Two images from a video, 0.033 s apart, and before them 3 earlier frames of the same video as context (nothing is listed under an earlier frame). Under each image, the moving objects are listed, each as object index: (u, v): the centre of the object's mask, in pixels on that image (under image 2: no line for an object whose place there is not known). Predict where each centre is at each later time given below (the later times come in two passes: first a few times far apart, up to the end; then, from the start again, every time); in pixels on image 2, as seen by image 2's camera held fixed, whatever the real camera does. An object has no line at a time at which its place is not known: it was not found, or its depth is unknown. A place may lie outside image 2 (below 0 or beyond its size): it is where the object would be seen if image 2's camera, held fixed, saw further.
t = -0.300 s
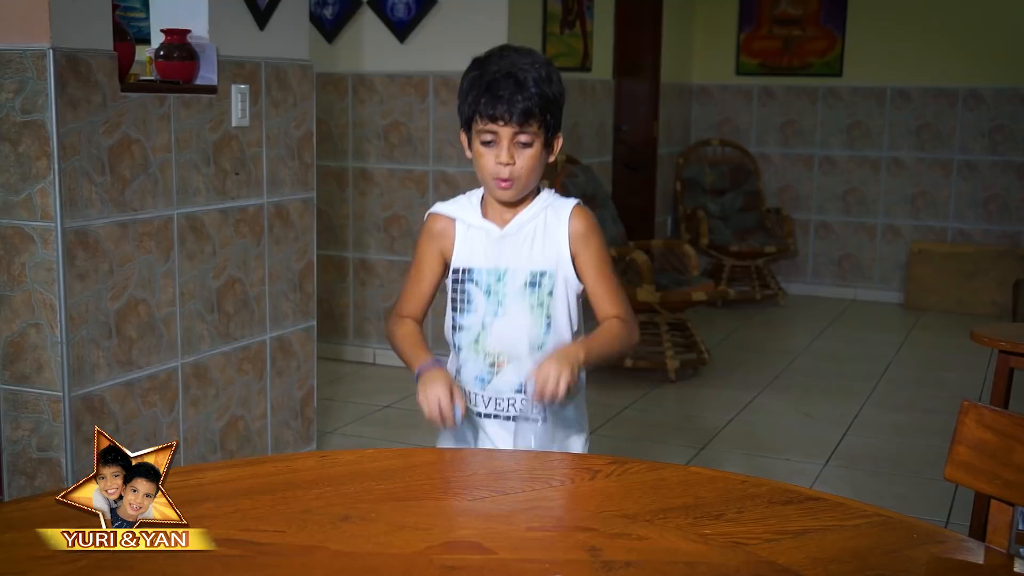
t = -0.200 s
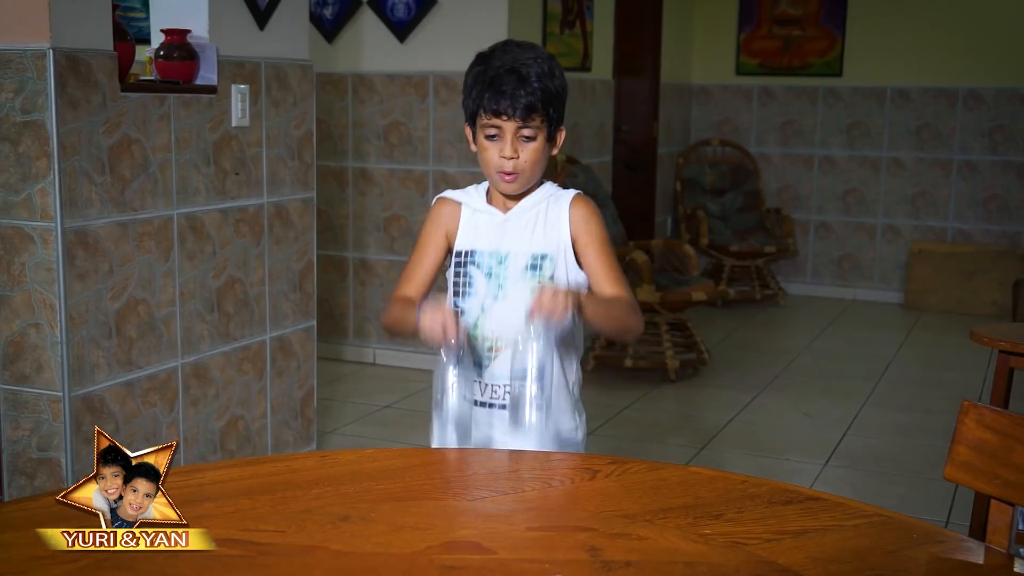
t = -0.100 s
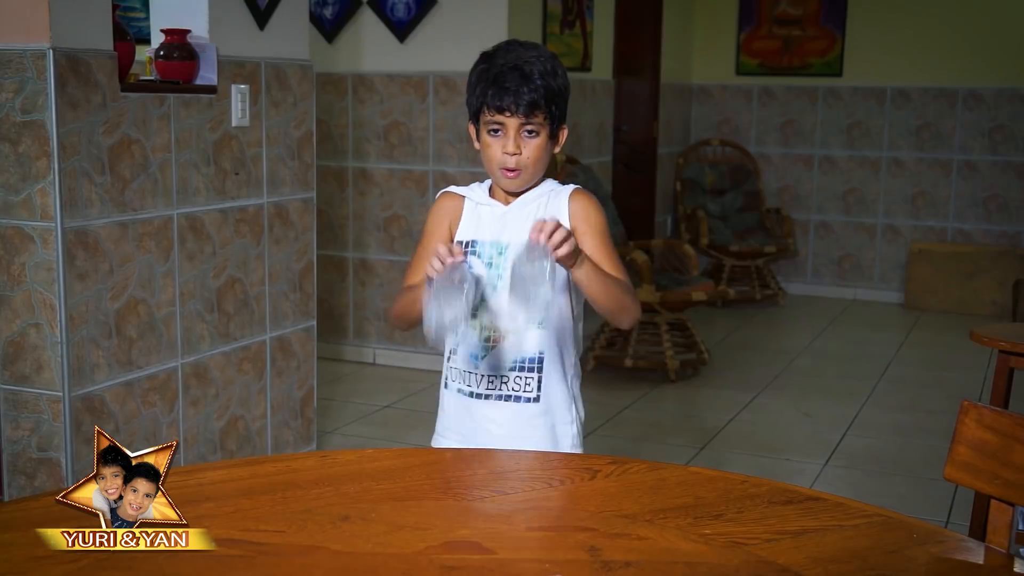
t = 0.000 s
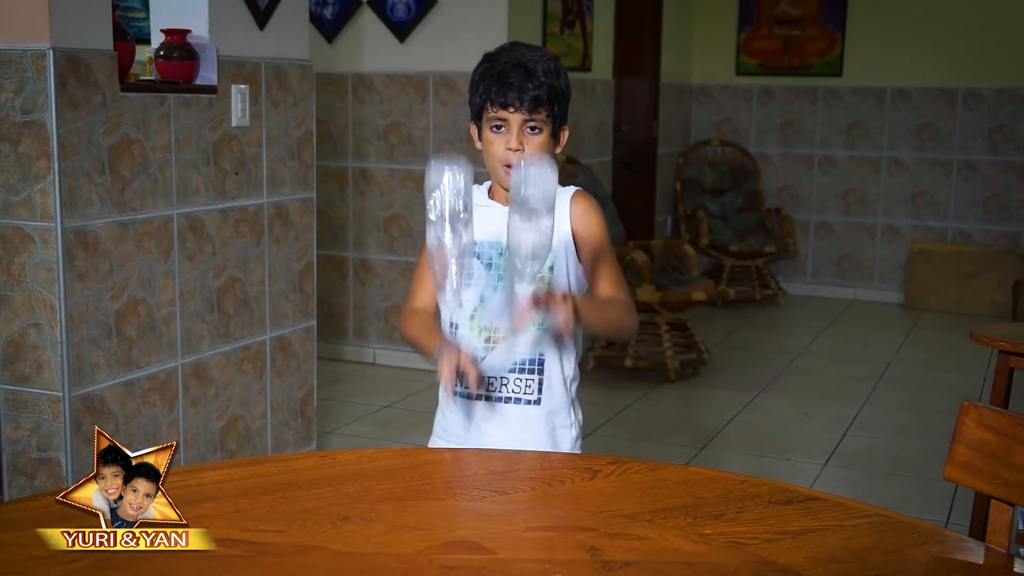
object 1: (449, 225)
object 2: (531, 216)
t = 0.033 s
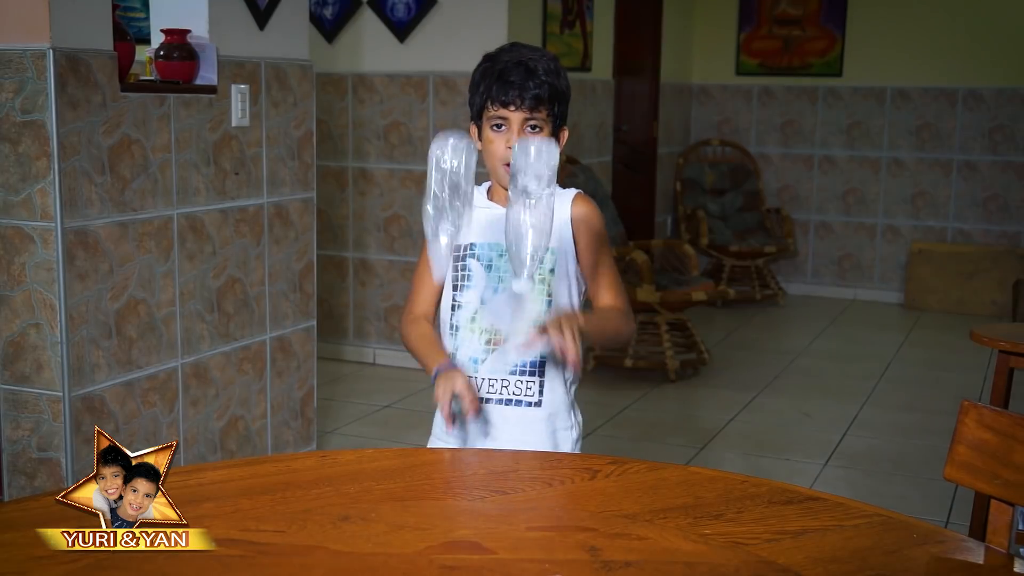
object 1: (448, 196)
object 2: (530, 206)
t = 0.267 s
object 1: (435, 237)
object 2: (529, 266)
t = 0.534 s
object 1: (437, 426)
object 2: (518, 392)
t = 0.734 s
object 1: (438, 426)
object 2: (502, 388)
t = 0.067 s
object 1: (445, 174)
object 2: (530, 191)
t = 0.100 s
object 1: (444, 160)
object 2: (530, 185)
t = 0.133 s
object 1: (445, 155)
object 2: (533, 171)
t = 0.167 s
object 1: (442, 160)
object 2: (533, 177)
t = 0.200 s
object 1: (439, 176)
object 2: (533, 192)
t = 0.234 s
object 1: (437, 200)
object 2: (532, 216)
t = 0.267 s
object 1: (435, 237)
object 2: (529, 266)
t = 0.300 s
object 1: (435, 289)
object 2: (529, 307)
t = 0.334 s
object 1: (435, 363)
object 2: (528, 379)
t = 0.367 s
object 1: (434, 417)
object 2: (528, 395)
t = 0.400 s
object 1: (430, 426)
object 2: (527, 395)
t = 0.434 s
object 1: (433, 426)
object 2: (524, 393)
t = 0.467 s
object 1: (434, 426)
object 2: (520, 393)
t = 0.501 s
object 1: (435, 426)
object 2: (518, 392)
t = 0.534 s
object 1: (437, 426)
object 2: (518, 392)
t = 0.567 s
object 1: (438, 427)
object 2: (518, 392)
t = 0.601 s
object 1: (439, 426)
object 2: (519, 392)
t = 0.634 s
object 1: (437, 427)
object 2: (519, 392)
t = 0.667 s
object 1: (438, 427)
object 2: (514, 392)
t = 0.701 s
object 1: (438, 426)
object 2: (507, 389)
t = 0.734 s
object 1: (438, 426)
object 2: (502, 388)
